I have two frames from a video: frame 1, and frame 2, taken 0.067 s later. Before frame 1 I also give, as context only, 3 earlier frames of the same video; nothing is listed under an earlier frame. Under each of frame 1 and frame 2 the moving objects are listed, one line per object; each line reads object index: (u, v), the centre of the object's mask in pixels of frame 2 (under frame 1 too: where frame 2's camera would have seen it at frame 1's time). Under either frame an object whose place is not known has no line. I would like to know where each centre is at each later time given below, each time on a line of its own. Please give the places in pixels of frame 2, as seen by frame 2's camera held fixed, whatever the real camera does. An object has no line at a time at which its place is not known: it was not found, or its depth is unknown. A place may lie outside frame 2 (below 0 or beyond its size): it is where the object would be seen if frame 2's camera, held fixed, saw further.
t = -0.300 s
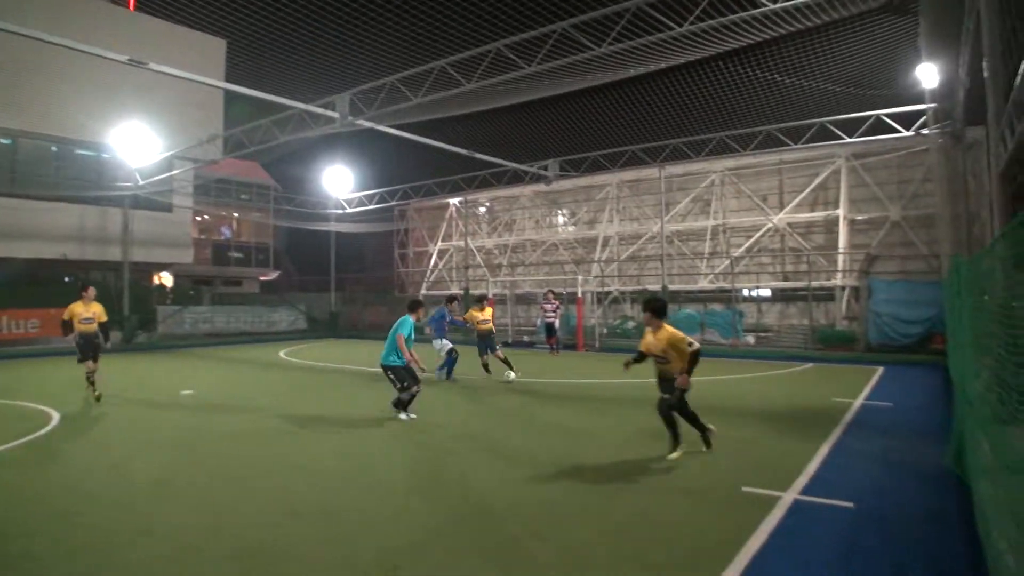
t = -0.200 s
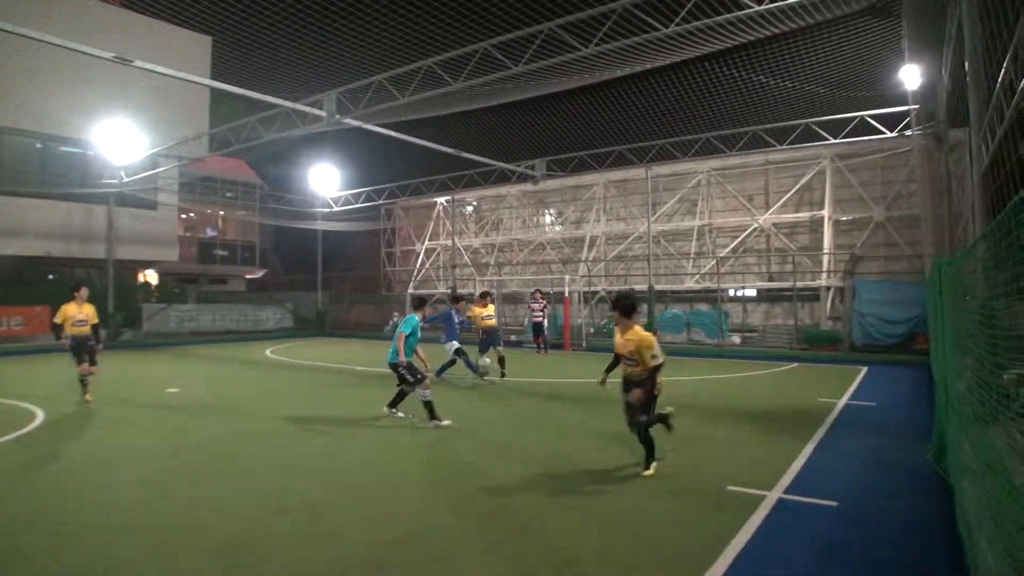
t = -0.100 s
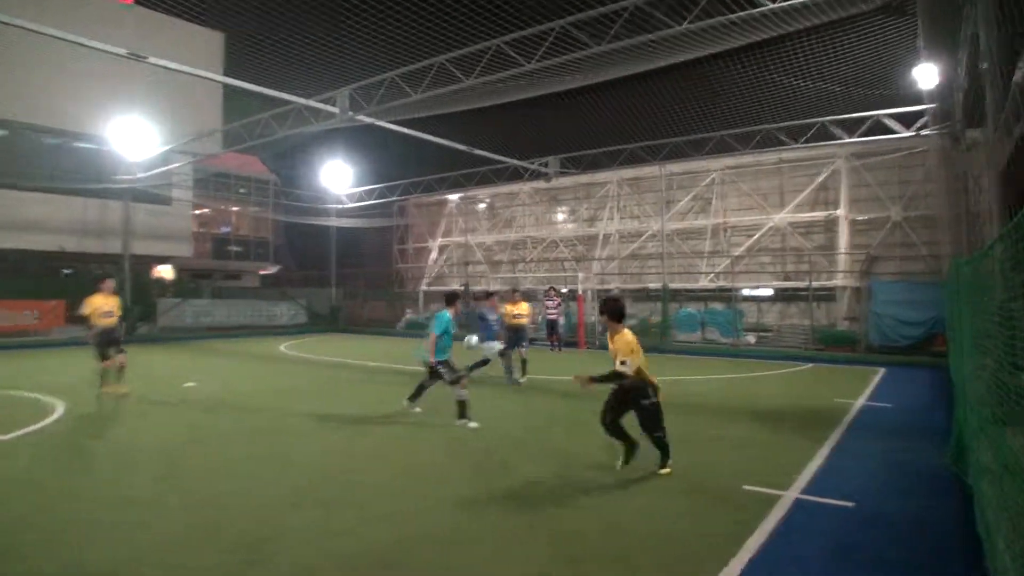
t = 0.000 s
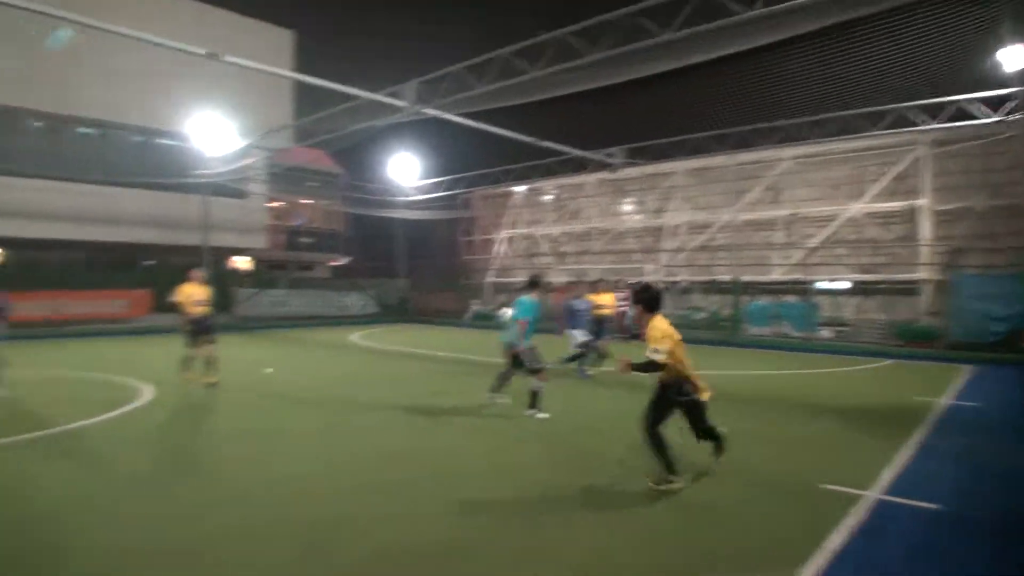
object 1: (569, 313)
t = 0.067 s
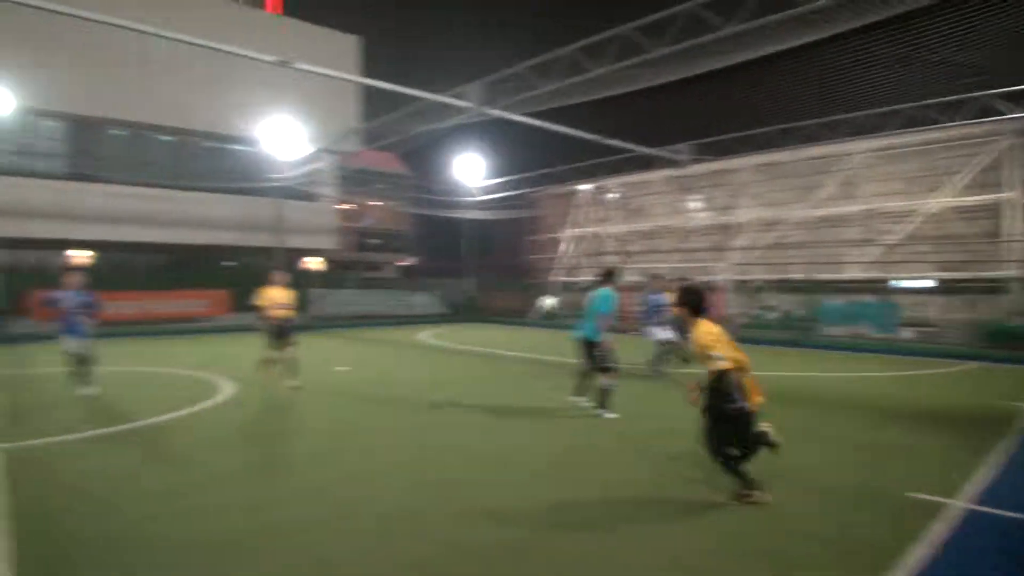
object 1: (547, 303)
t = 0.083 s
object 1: (542, 301)
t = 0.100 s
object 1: (533, 299)
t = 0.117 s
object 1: (530, 296)
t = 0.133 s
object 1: (523, 295)
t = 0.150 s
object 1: (515, 292)
